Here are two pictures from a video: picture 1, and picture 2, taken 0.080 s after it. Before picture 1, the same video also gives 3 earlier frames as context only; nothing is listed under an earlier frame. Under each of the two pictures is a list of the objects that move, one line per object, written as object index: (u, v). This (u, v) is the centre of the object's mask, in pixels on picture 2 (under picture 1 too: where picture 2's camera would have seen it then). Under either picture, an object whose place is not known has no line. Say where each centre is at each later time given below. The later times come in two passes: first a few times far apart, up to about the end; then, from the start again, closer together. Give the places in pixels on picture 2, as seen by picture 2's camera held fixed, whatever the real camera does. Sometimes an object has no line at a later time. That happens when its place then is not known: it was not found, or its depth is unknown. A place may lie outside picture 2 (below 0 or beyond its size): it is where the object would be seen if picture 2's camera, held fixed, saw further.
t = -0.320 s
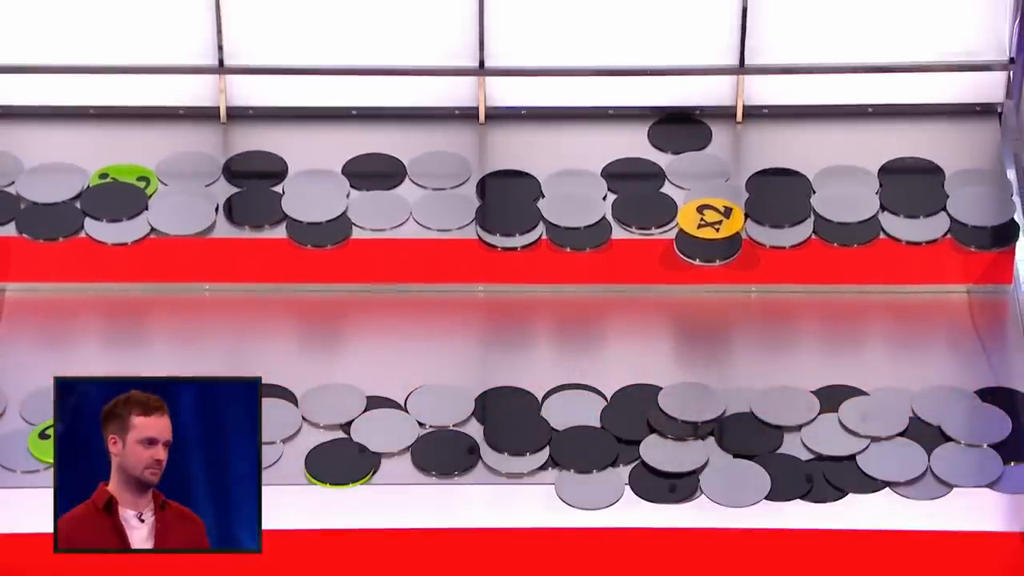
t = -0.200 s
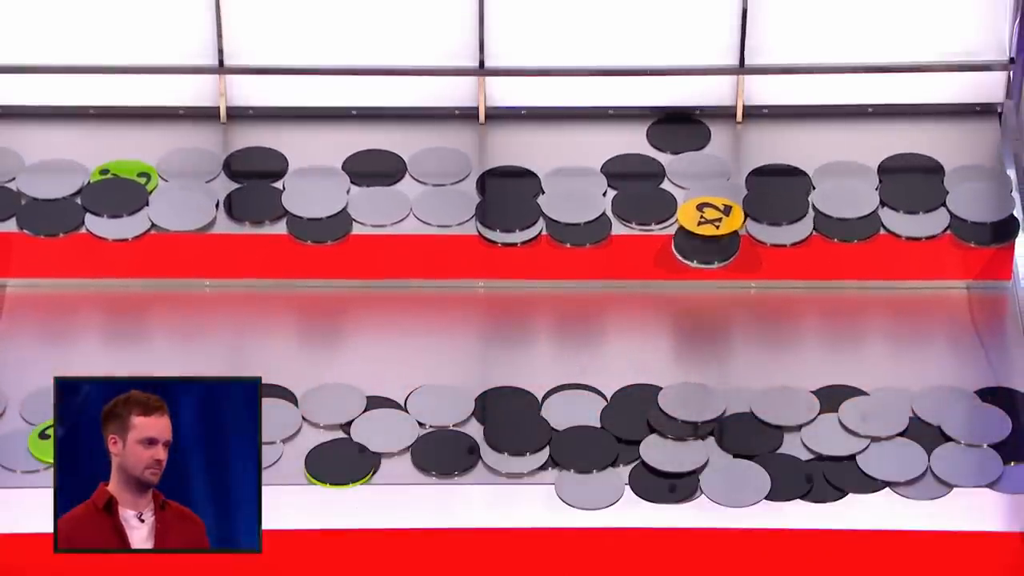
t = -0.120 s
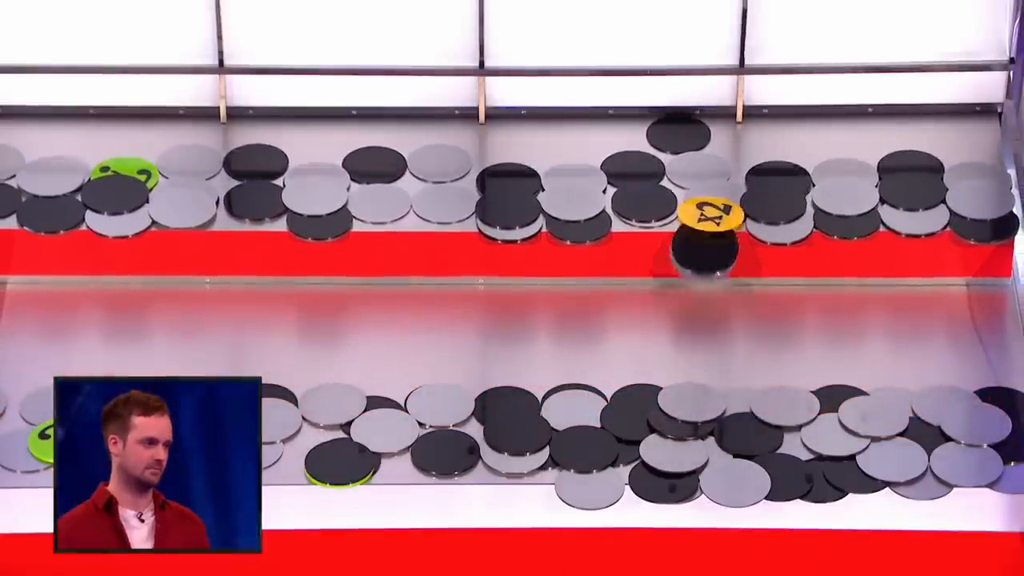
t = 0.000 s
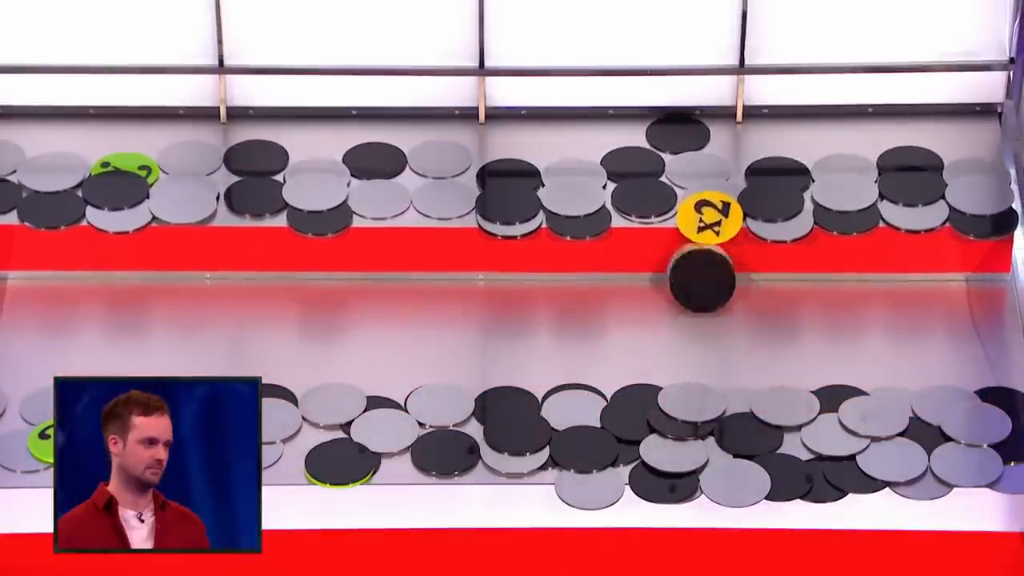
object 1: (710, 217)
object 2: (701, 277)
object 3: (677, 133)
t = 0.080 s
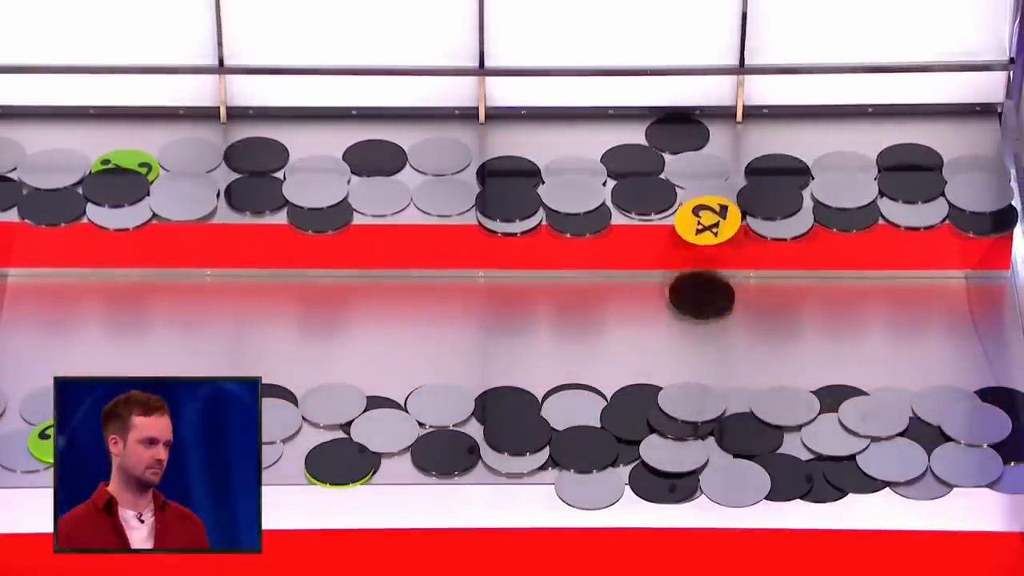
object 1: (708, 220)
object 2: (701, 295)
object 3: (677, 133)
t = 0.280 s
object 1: (699, 244)
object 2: (703, 304)
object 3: (682, 133)
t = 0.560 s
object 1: (678, 300)
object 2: (721, 306)
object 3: (690, 133)
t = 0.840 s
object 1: (666, 308)
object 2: (717, 305)
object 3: (692, 133)
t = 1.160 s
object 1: (666, 308)
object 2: (717, 305)
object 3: (693, 133)
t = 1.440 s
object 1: (666, 308)
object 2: (718, 306)
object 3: (694, 133)
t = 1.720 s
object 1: (666, 308)
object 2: (719, 311)
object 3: (694, 137)
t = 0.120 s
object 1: (706, 222)
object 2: (702, 298)
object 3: (677, 133)
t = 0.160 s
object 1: (705, 224)
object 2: (701, 302)
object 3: (678, 133)
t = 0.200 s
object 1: (703, 228)
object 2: (702, 300)
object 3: (679, 133)
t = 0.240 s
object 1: (701, 234)
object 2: (702, 303)
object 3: (680, 133)
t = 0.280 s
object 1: (699, 244)
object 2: (703, 304)
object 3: (682, 133)
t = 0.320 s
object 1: (696, 259)
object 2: (704, 307)
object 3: (684, 133)
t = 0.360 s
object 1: (694, 269)
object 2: (706, 310)
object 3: (685, 133)
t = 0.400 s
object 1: (692, 278)
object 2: (706, 309)
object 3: (687, 133)
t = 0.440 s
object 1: (690, 289)
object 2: (712, 312)
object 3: (688, 133)
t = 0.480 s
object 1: (687, 291)
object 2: (714, 311)
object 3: (689, 133)
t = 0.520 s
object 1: (683, 296)
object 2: (717, 309)
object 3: (690, 133)
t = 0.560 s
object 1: (678, 300)
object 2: (721, 306)
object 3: (690, 133)
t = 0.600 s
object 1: (674, 302)
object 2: (720, 306)
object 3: (690, 133)
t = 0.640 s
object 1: (671, 303)
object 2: (720, 305)
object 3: (690, 133)
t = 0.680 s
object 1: (669, 305)
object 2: (719, 305)
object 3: (691, 133)
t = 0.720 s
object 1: (667, 307)
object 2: (718, 305)
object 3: (691, 133)
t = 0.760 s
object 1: (666, 307)
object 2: (718, 305)
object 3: (691, 133)
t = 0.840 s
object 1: (666, 308)
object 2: (717, 305)
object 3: (692, 133)
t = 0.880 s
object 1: (666, 308)
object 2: (717, 305)
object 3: (692, 133)
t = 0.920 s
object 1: (666, 308)
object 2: (717, 305)
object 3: (692, 133)
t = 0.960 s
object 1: (666, 308)
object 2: (717, 305)
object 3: (692, 133)
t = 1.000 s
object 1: (666, 308)
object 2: (717, 305)
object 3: (692, 133)
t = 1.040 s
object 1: (666, 308)
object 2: (717, 305)
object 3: (693, 133)
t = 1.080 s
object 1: (666, 308)
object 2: (717, 305)
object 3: (693, 133)
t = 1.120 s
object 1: (666, 308)
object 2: (717, 305)
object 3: (693, 133)
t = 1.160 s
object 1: (666, 308)
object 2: (717, 305)
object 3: (693, 133)
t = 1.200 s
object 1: (666, 308)
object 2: (717, 305)
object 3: (693, 133)
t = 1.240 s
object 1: (666, 308)
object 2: (717, 305)
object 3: (693, 133)
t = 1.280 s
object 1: (666, 308)
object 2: (718, 306)
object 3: (693, 133)
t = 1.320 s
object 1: (666, 308)
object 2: (717, 306)
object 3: (694, 133)
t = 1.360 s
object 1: (666, 308)
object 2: (718, 306)
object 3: (694, 133)
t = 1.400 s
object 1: (666, 308)
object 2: (717, 306)
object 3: (694, 133)
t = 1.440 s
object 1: (666, 308)
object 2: (718, 306)
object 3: (694, 133)
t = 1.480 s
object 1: (666, 308)
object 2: (717, 306)
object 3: (694, 133)
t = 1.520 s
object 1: (666, 308)
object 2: (717, 306)
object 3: (694, 133)
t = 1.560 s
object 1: (666, 308)
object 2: (717, 306)
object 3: (694, 133)
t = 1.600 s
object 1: (666, 308)
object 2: (717, 306)
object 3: (694, 134)
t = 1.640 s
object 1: (666, 308)
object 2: (717, 306)
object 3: (694, 134)
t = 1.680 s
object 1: (666, 308)
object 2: (717, 306)
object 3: (694, 135)
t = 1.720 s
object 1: (666, 308)
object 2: (719, 311)
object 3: (694, 137)
